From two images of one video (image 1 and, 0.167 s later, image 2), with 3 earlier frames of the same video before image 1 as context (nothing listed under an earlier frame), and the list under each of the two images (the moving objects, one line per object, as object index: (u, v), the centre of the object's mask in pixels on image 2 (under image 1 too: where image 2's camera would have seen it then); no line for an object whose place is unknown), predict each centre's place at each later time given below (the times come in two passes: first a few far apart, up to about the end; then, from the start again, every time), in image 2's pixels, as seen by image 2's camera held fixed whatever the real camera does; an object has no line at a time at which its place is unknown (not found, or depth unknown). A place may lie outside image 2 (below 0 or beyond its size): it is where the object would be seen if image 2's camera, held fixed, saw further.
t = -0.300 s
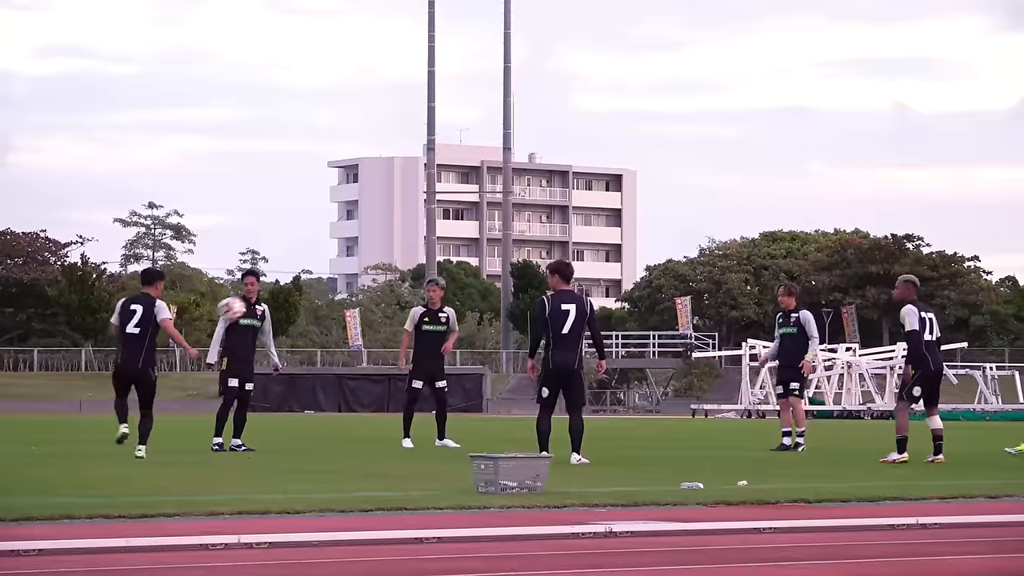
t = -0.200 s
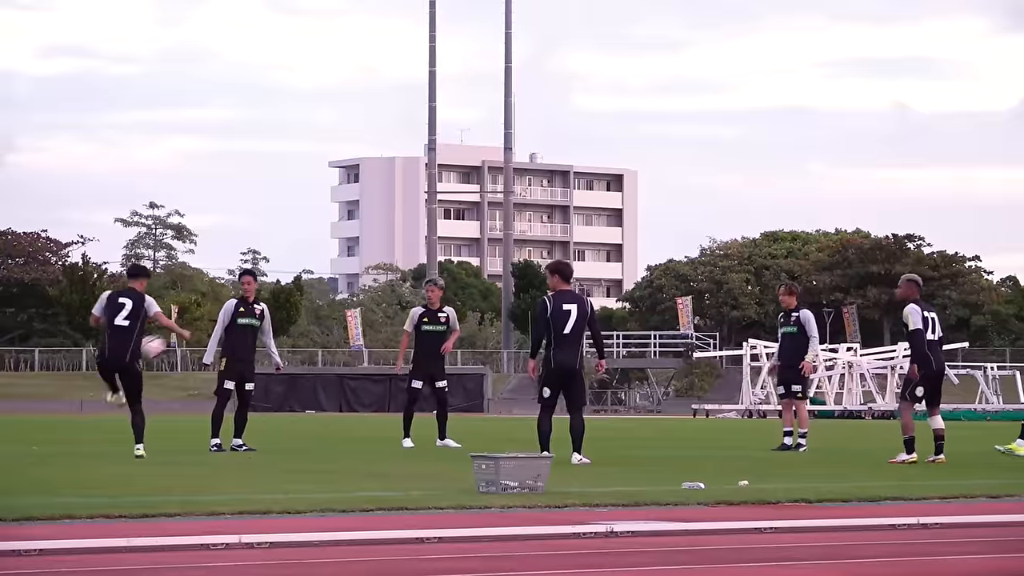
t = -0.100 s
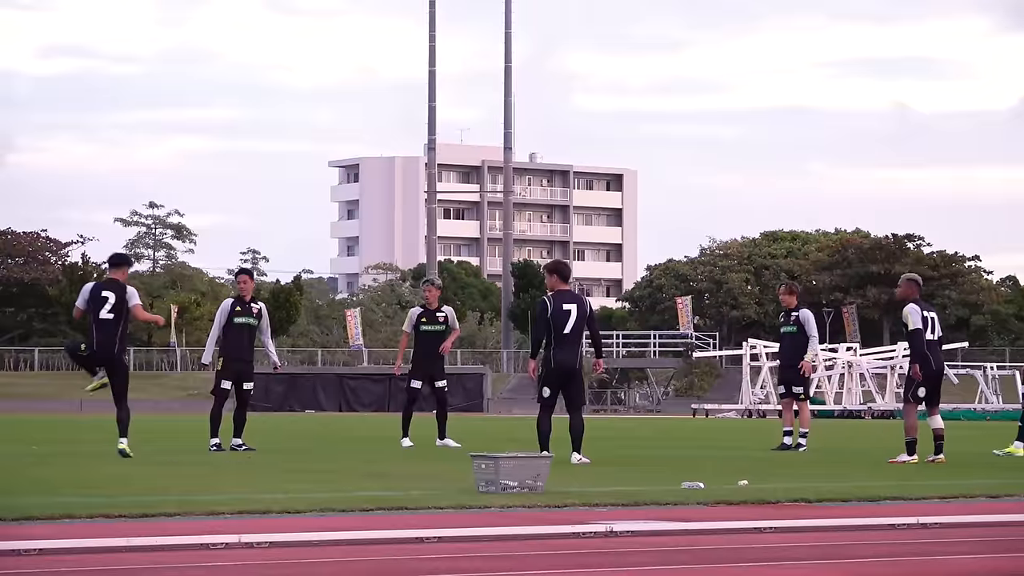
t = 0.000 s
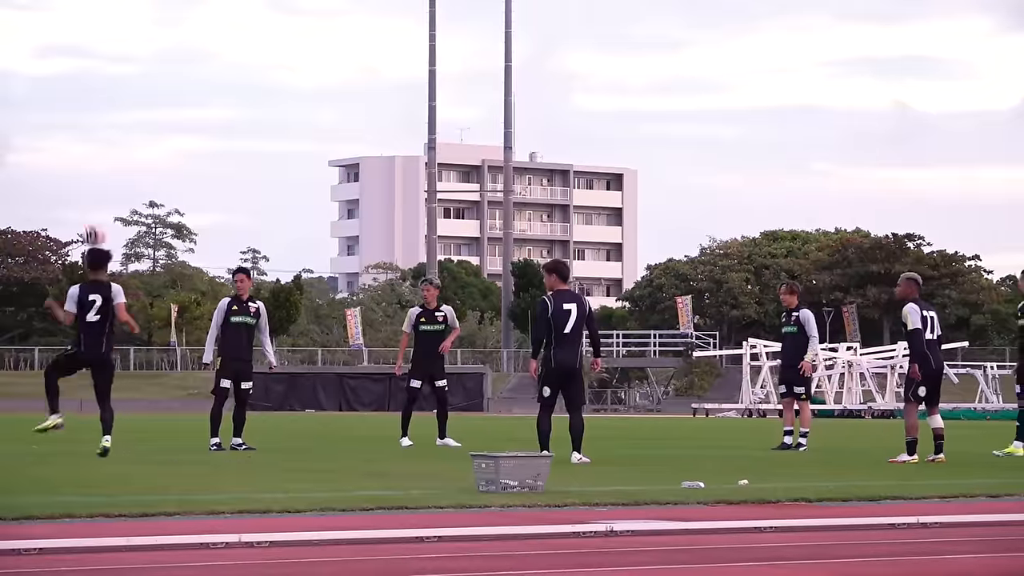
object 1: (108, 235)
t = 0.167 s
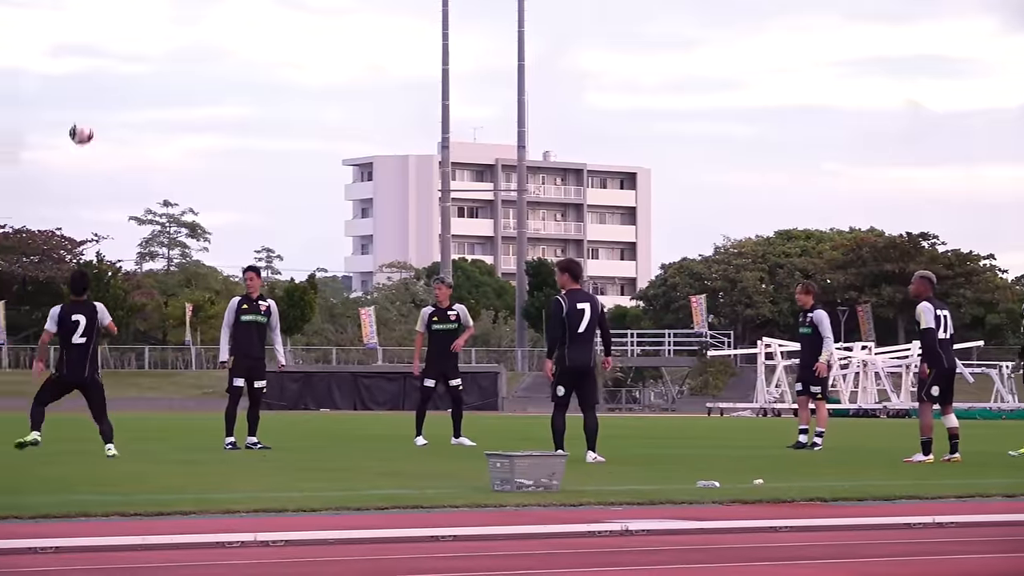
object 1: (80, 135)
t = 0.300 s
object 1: (59, 75)
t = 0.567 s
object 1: (13, 15)
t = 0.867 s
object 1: (-40, 37)
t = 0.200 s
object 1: (76, 117)
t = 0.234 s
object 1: (70, 102)
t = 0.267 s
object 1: (64, 88)
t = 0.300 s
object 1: (59, 75)
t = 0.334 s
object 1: (53, 64)
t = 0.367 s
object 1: (47, 53)
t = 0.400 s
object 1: (41, 43)
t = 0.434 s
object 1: (35, 35)
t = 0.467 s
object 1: (30, 29)
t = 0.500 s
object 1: (24, 23)
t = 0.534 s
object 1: (18, 17)
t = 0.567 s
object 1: (13, 15)
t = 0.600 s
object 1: (7, 12)
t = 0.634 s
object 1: (1, 11)
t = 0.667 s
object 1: (-4, 11)
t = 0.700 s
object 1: (-10, 13)
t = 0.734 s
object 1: (-16, 16)
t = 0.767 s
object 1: (-22, 19)
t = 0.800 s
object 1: (-28, 23)
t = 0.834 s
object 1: (-34, 30)
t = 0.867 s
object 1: (-40, 37)
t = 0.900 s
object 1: (-46, 45)
